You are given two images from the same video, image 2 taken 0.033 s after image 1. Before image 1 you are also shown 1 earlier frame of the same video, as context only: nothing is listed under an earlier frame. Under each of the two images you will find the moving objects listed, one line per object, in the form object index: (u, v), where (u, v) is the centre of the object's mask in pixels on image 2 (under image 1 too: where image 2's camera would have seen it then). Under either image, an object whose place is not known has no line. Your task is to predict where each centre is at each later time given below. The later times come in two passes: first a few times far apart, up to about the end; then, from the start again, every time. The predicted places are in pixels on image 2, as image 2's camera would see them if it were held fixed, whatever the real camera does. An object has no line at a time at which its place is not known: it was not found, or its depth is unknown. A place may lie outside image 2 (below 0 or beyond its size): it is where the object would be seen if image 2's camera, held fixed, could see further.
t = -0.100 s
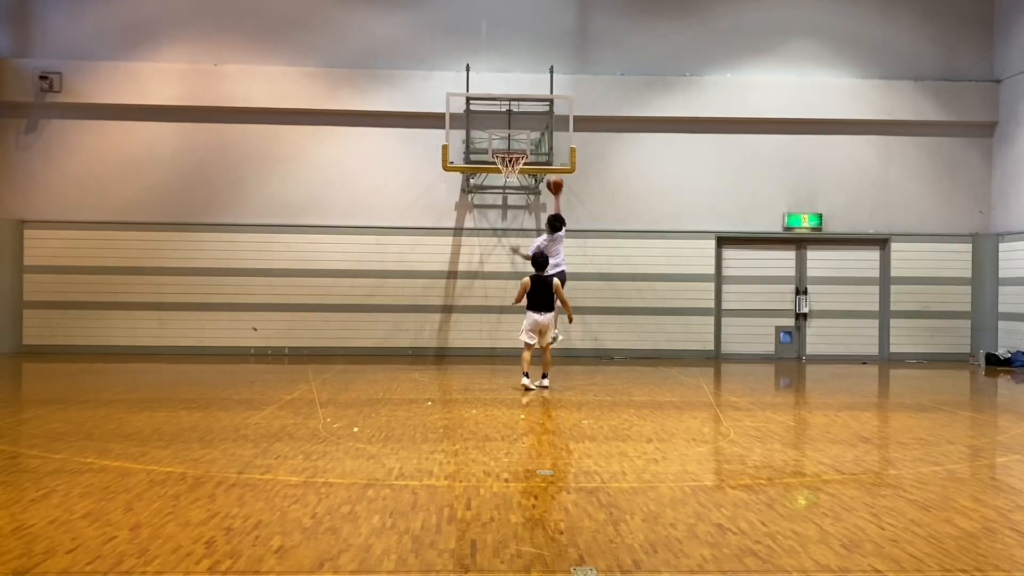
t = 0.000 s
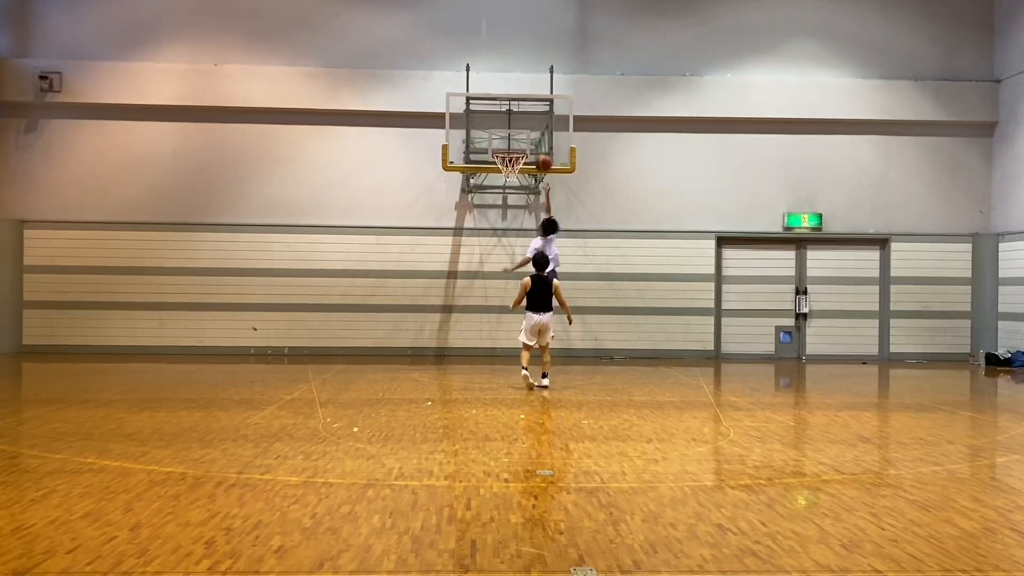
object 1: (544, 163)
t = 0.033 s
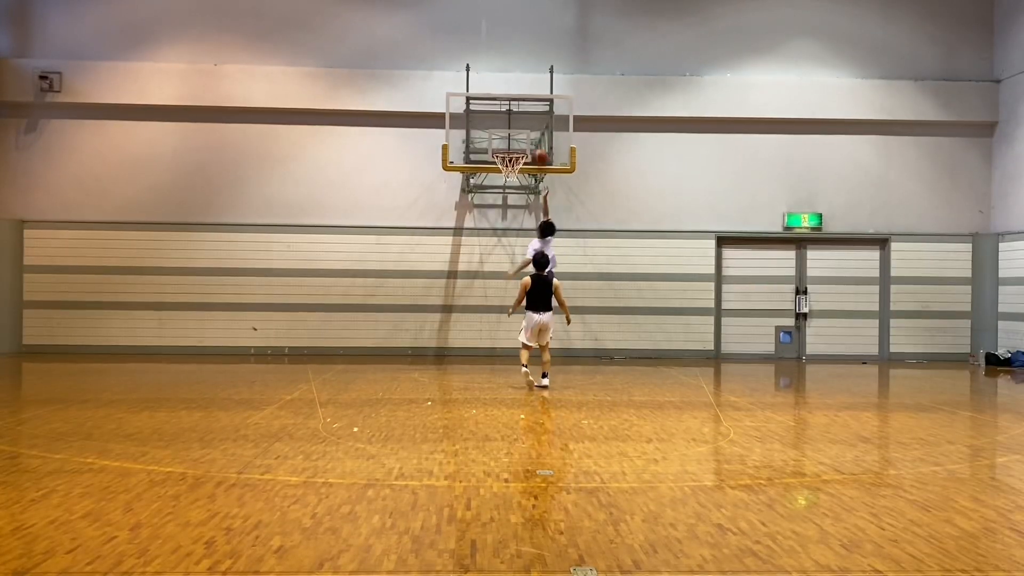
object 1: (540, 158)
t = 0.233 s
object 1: (524, 142)
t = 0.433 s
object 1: (509, 154)
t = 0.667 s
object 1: (506, 178)
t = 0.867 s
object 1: (507, 217)
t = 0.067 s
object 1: (536, 153)
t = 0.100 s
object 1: (533, 150)
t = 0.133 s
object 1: (531, 147)
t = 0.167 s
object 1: (528, 145)
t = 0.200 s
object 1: (526, 143)
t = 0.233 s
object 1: (524, 142)
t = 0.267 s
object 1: (522, 142)
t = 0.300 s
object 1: (520, 142)
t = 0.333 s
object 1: (517, 145)
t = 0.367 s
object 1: (515, 145)
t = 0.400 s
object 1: (512, 150)
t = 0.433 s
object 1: (509, 154)
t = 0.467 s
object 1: (508, 158)
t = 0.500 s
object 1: (506, 162)
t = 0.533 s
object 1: (508, 169)
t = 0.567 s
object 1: (506, 174)
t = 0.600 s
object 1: (505, 174)
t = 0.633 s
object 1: (506, 175)
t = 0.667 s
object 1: (506, 178)
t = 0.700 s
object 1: (506, 182)
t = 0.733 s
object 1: (506, 187)
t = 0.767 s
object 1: (506, 195)
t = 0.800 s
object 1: (507, 202)
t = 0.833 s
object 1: (507, 209)
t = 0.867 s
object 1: (507, 217)
